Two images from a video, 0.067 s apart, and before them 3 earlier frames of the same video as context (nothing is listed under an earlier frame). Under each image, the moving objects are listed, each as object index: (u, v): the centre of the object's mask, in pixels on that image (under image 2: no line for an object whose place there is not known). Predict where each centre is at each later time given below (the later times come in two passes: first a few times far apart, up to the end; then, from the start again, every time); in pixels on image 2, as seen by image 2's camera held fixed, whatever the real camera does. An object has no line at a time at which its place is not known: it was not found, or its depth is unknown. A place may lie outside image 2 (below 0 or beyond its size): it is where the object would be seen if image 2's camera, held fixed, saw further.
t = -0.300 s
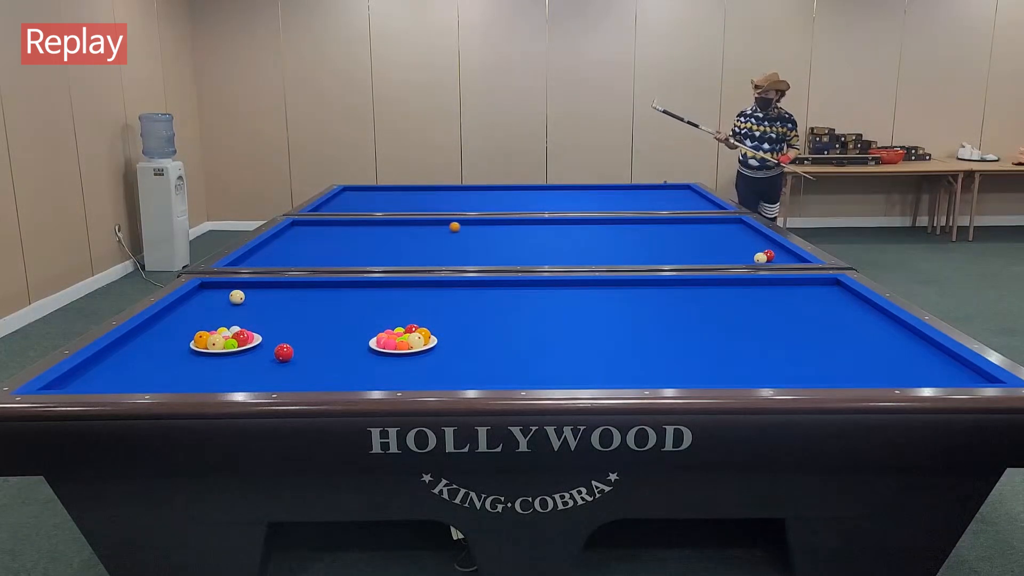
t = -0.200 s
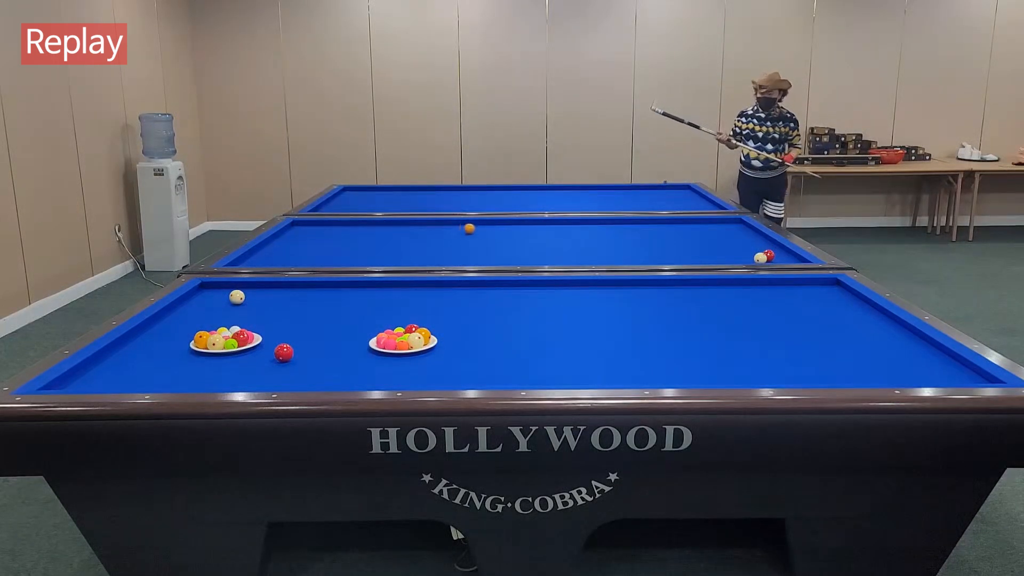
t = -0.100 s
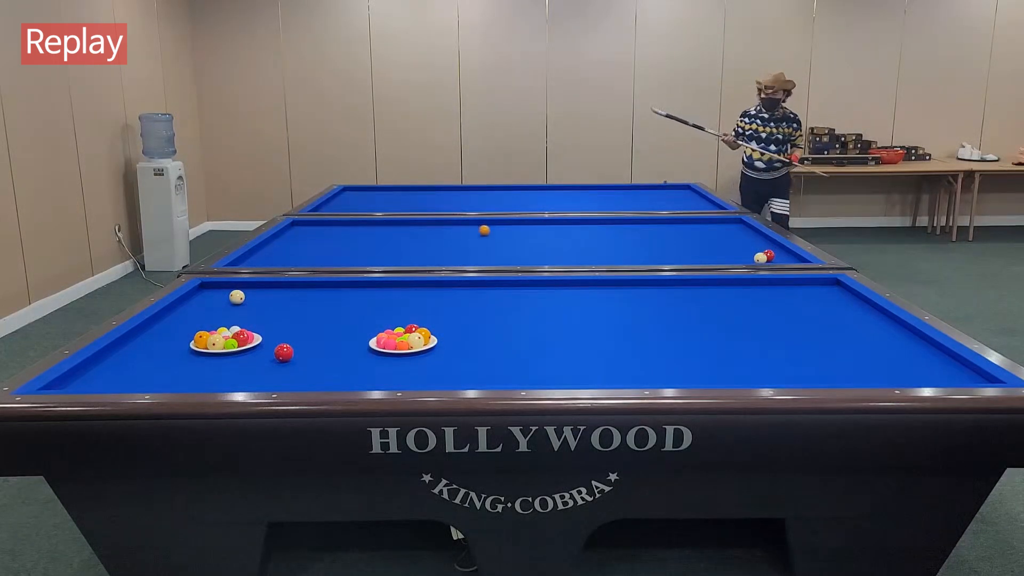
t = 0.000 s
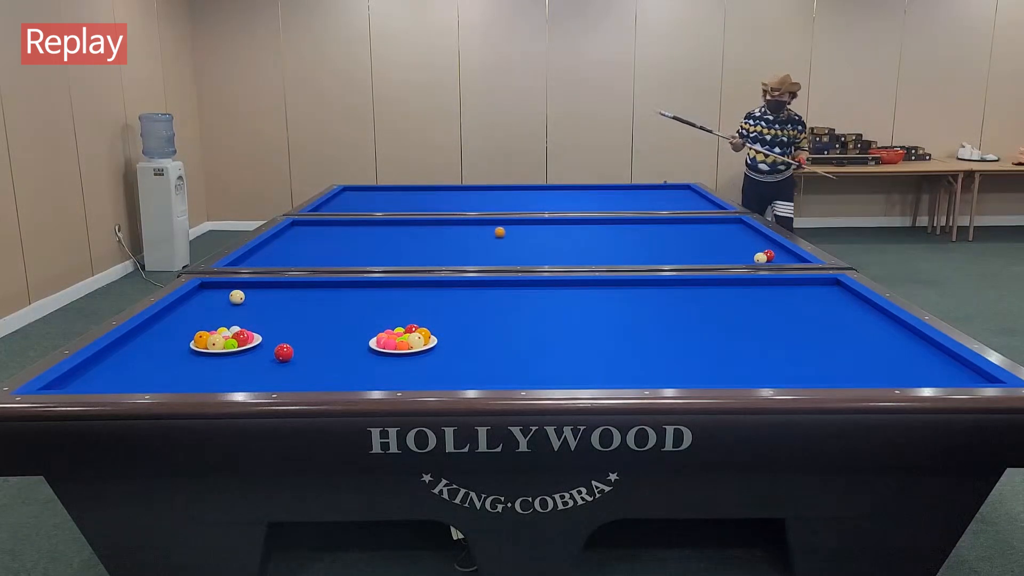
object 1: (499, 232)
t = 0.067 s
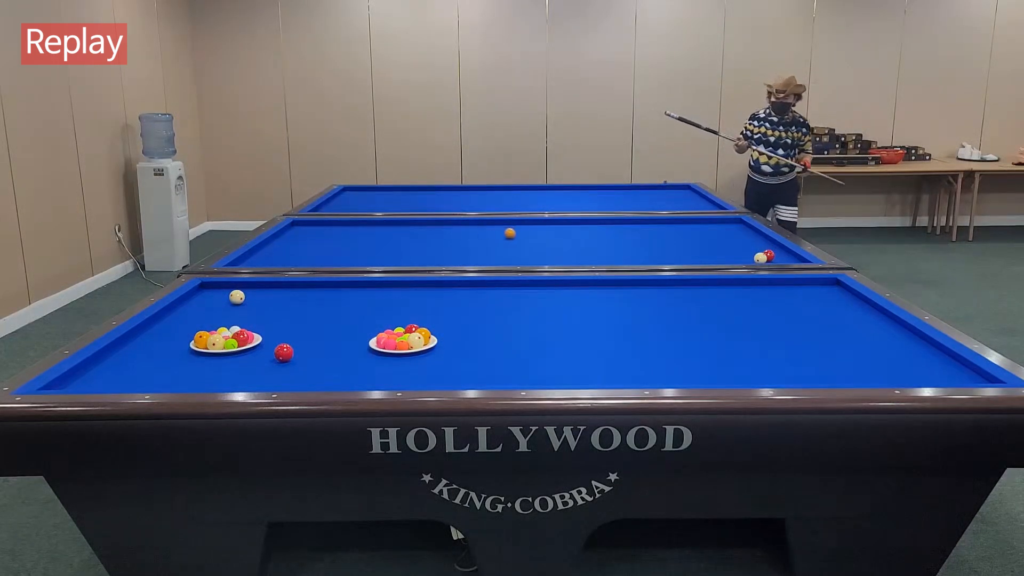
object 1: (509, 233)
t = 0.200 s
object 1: (531, 236)
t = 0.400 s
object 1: (563, 240)
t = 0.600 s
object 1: (597, 243)
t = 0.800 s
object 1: (632, 248)
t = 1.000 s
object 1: (669, 252)
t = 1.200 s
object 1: (707, 256)
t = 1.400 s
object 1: (746, 259)
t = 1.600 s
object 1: (783, 260)
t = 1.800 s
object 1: (798, 259)
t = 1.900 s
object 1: (790, 258)
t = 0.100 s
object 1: (515, 234)
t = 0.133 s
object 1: (520, 234)
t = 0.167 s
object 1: (525, 235)
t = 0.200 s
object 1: (531, 236)
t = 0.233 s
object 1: (536, 237)
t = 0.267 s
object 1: (541, 237)
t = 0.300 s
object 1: (547, 238)
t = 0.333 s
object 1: (552, 238)
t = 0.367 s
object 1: (557, 239)
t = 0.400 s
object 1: (563, 240)
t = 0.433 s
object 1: (568, 240)
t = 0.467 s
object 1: (574, 241)
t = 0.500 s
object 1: (580, 242)
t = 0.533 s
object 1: (586, 242)
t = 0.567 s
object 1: (591, 243)
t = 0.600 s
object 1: (597, 243)
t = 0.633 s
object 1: (603, 244)
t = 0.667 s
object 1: (608, 245)
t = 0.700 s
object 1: (614, 245)
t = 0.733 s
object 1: (620, 246)
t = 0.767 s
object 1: (626, 247)
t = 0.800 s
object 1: (632, 248)
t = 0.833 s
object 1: (638, 248)
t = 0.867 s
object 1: (644, 249)
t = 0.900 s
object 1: (650, 250)
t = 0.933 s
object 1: (656, 250)
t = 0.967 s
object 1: (663, 251)
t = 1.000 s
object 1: (669, 252)
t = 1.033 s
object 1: (675, 252)
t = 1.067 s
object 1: (681, 253)
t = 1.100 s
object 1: (688, 254)
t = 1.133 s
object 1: (694, 254)
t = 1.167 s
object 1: (700, 255)
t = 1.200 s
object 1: (707, 256)
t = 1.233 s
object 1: (713, 256)
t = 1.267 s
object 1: (720, 257)
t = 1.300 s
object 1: (727, 258)
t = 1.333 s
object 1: (733, 258)
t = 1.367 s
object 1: (740, 259)
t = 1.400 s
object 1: (746, 259)
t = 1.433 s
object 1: (753, 260)
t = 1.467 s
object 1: (760, 258)
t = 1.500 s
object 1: (768, 260)
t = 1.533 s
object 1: (775, 260)
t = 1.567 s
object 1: (780, 260)
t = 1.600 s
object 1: (783, 260)
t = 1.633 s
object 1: (787, 260)
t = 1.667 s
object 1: (790, 260)
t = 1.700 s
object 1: (794, 259)
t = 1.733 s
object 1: (797, 259)
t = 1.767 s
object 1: (801, 259)
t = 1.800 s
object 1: (798, 259)
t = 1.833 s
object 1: (795, 259)
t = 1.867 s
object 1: (792, 259)
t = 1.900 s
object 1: (790, 258)
